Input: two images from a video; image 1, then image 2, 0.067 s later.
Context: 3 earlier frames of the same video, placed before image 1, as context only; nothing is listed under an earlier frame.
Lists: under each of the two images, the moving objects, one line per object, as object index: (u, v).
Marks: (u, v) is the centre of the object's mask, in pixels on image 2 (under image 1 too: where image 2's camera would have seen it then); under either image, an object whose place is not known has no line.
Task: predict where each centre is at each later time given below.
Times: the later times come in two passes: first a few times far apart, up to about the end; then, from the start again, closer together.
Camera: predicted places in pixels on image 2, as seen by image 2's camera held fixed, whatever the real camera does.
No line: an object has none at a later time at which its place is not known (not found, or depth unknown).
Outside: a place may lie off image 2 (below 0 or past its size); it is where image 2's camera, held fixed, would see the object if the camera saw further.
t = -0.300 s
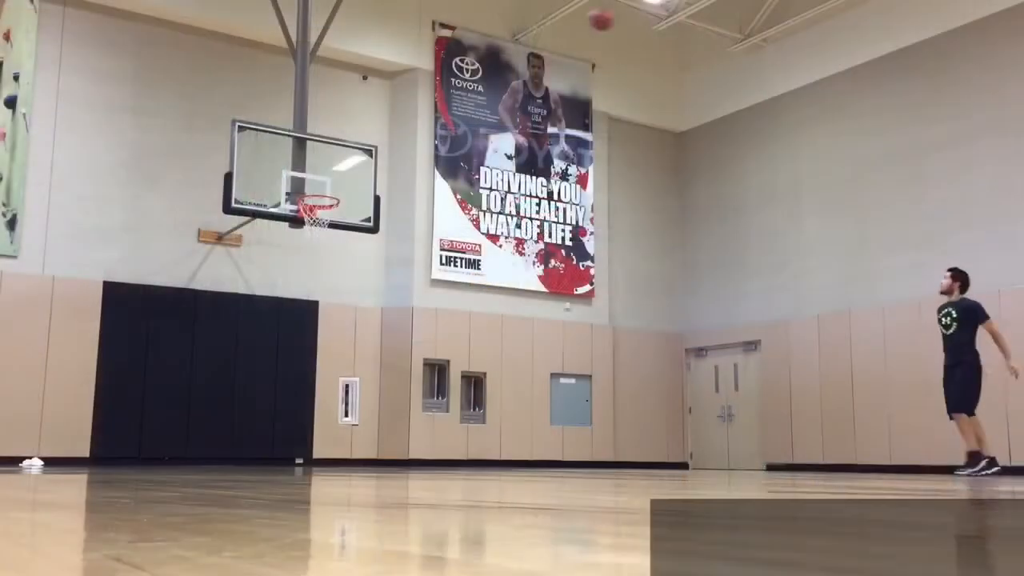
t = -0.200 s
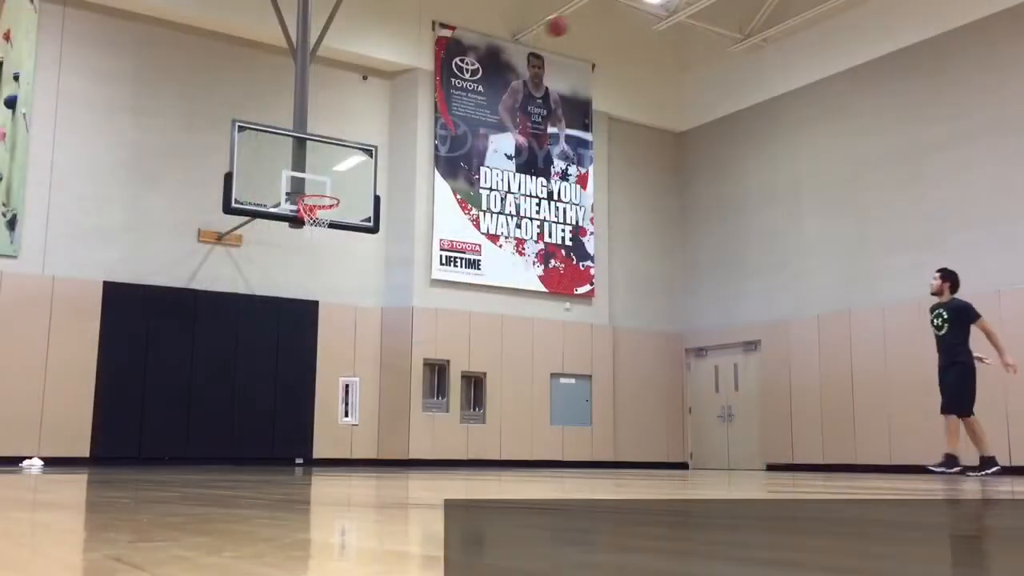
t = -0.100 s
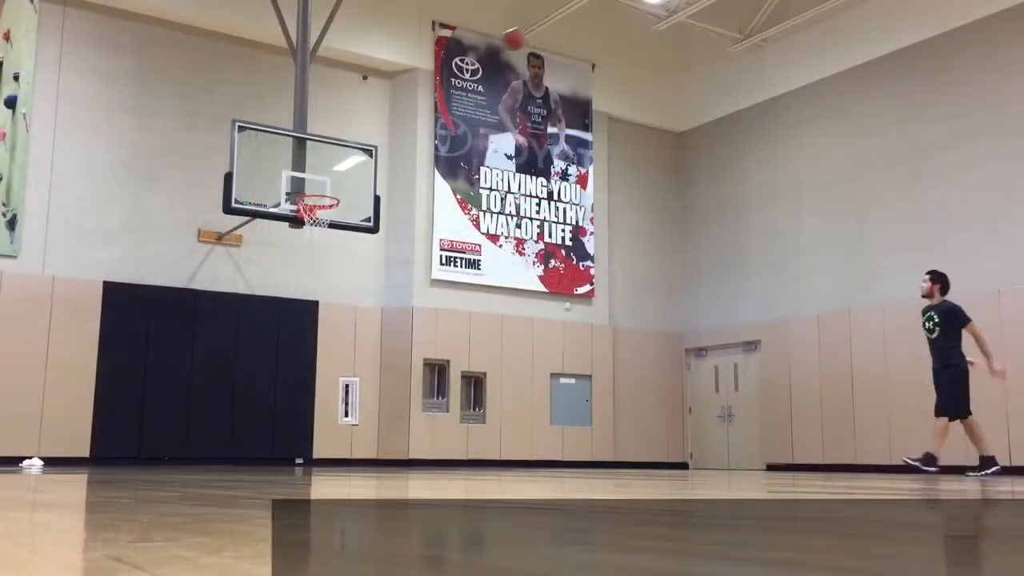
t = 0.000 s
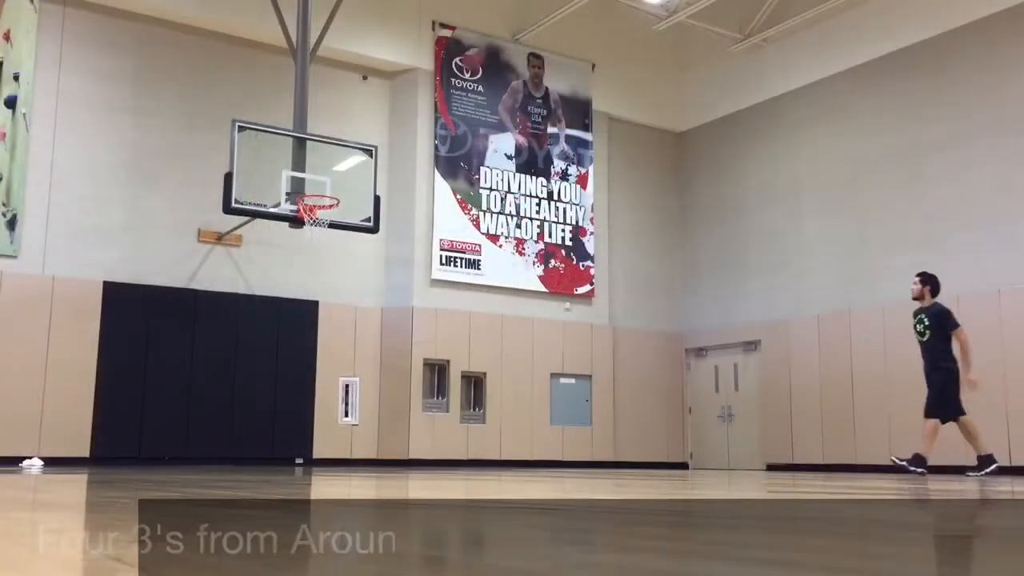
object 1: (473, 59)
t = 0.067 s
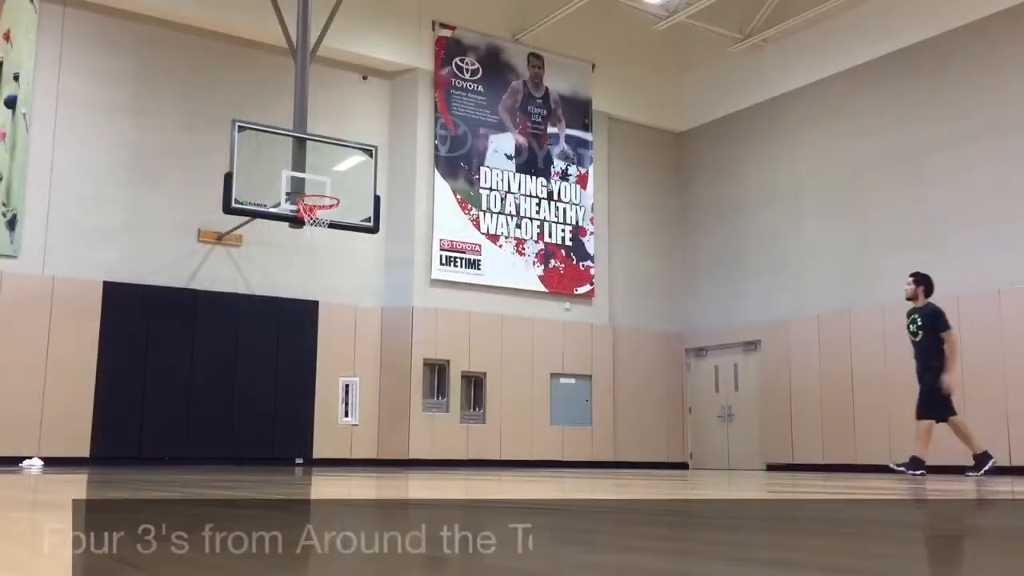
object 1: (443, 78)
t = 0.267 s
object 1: (364, 156)
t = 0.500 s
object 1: (295, 227)
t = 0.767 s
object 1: (260, 284)
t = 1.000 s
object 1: (224, 389)
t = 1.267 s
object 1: (214, 394)
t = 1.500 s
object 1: (226, 336)
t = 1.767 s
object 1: (238, 328)
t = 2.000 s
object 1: (245, 377)
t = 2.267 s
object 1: (254, 427)
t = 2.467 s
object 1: (261, 382)
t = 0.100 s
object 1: (428, 91)
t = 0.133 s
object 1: (415, 102)
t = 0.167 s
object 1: (402, 114)
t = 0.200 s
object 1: (388, 127)
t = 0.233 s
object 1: (376, 139)
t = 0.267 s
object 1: (364, 156)
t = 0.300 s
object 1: (348, 174)
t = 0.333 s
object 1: (335, 187)
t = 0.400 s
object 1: (304, 214)
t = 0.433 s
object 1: (304, 223)
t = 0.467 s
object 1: (300, 222)
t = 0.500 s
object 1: (295, 227)
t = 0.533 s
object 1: (290, 231)
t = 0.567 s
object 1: (286, 236)
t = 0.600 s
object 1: (282, 241)
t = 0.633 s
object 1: (278, 248)
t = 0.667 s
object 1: (273, 256)
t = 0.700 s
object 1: (269, 265)
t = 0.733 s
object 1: (264, 274)
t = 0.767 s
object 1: (260, 284)
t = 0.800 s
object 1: (255, 298)
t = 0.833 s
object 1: (250, 309)
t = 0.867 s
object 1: (245, 323)
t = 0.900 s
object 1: (240, 338)
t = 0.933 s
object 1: (235, 353)
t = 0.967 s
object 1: (230, 370)
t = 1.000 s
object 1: (224, 389)
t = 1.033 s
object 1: (218, 408)
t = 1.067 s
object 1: (212, 429)
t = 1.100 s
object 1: (207, 449)
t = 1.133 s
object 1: (206, 448)
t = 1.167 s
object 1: (208, 433)
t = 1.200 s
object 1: (210, 419)
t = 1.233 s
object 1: (212, 406)
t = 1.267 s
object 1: (214, 394)
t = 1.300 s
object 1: (216, 383)
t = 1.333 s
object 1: (218, 372)
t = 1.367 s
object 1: (220, 363)
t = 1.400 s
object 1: (221, 355)
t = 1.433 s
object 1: (223, 347)
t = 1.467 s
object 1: (225, 341)
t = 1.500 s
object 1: (226, 336)
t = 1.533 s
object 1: (228, 331)
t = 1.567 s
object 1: (229, 328)
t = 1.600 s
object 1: (231, 325)
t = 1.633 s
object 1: (233, 324)
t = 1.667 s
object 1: (234, 324)
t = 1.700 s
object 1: (235, 324)
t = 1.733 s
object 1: (236, 326)
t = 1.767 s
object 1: (238, 328)
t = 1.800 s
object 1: (239, 332)
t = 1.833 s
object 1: (240, 336)
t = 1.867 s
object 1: (241, 342)
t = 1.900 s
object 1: (242, 349)
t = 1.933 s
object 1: (244, 357)
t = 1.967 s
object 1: (244, 367)
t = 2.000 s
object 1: (245, 377)
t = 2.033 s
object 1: (246, 389)
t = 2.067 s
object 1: (247, 402)
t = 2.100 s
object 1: (248, 417)
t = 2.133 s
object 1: (249, 432)
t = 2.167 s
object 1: (249, 449)
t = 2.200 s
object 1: (251, 450)
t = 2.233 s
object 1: (252, 438)
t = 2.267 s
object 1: (254, 427)
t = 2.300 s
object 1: (255, 417)
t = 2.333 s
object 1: (256, 408)
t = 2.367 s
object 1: (258, 400)
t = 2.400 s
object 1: (259, 392)
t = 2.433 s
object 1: (260, 387)
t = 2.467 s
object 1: (261, 382)
